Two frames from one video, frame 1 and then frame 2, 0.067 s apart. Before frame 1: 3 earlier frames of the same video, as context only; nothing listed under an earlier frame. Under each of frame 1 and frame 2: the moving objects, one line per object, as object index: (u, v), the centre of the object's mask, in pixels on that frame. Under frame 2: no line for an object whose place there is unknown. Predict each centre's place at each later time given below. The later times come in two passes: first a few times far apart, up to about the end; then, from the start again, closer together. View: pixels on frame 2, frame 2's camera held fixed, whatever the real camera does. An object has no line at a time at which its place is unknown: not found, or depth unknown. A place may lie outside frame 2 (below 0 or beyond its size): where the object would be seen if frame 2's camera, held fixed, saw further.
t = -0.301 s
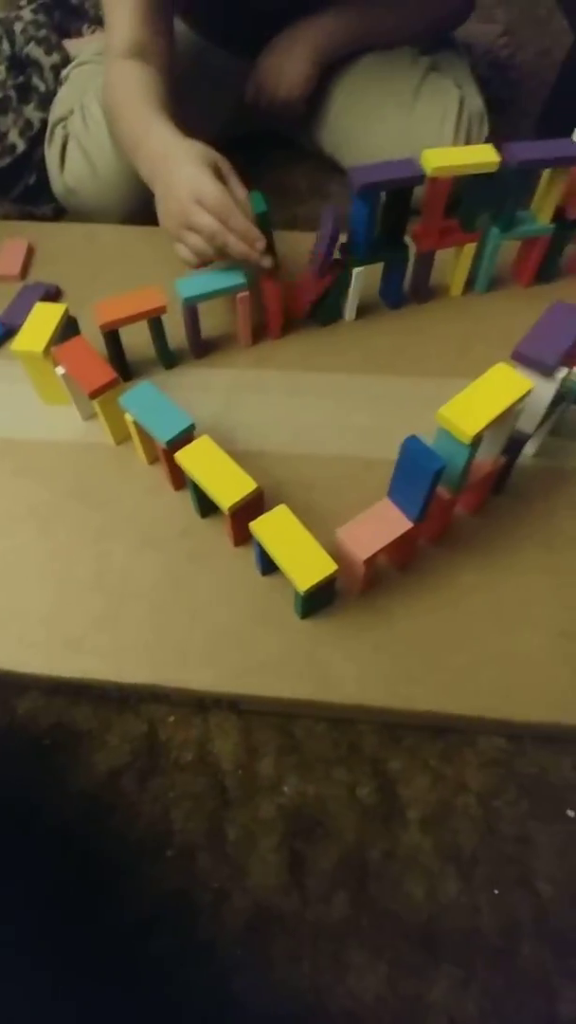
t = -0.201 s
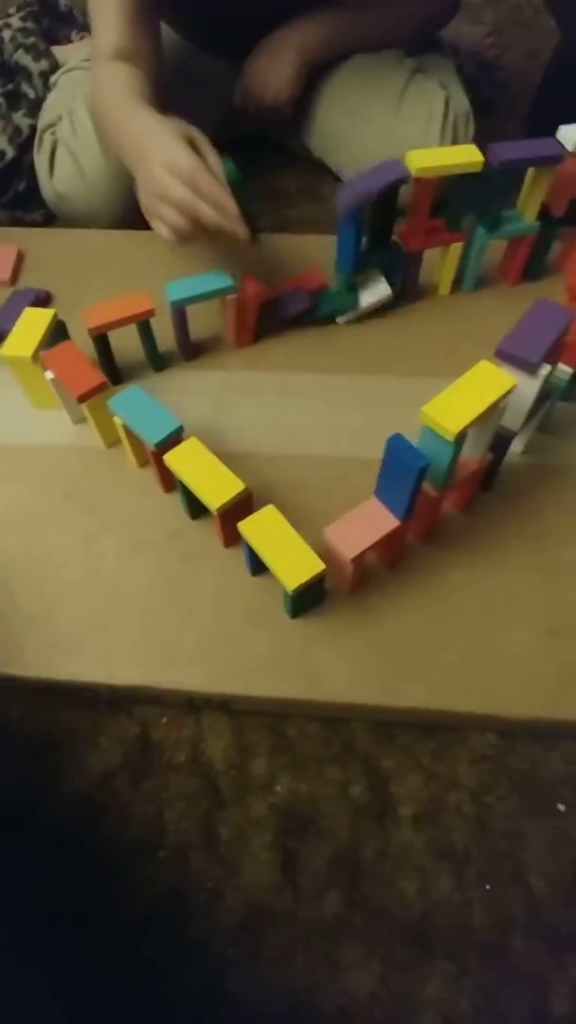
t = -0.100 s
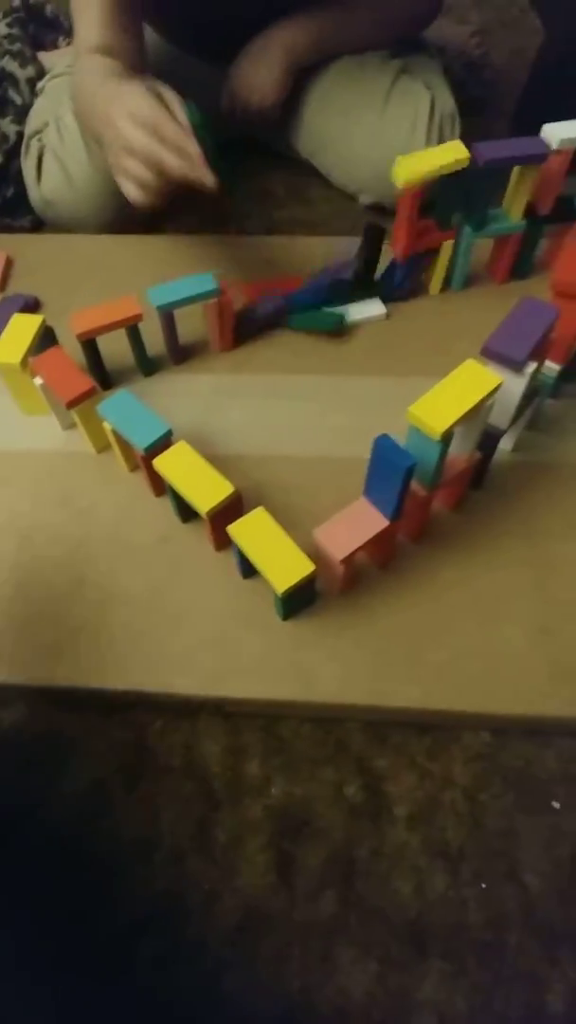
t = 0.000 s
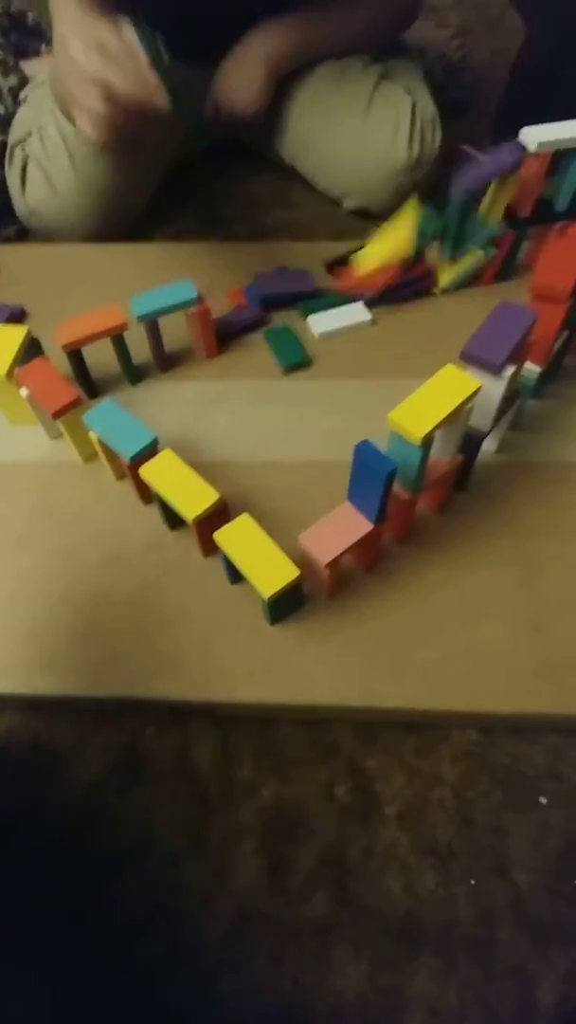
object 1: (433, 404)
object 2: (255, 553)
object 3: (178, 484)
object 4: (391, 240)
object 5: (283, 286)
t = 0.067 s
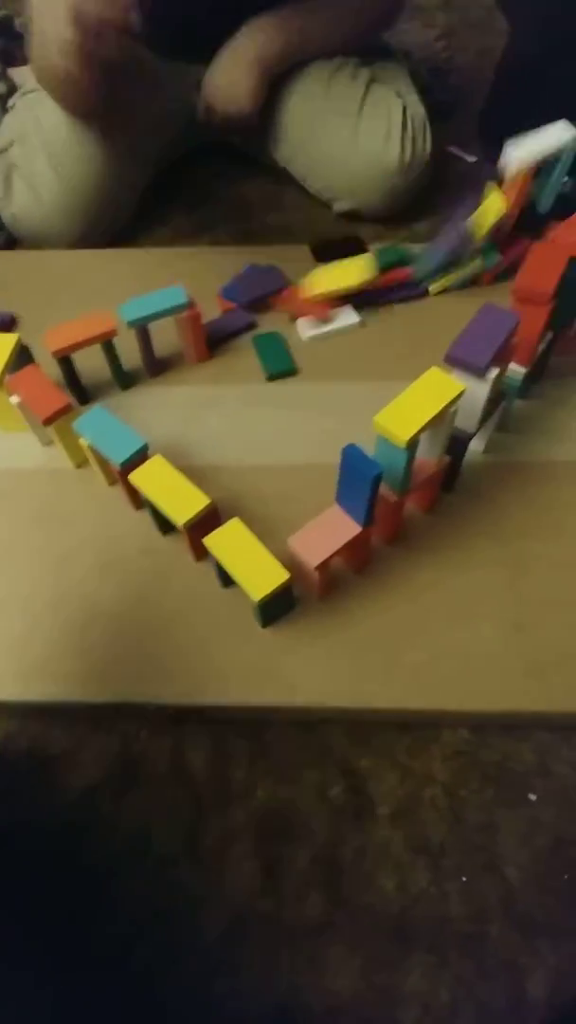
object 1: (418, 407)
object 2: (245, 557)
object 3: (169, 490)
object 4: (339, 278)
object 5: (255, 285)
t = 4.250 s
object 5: (236, 275)
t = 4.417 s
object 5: (235, 275)
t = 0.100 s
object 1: (418, 407)
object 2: (245, 557)
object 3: (169, 490)
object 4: (319, 293)
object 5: (258, 285)
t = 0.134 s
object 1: (418, 407)
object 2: (245, 557)
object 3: (169, 490)
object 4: (300, 305)
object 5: (255, 282)
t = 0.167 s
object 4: (286, 315)
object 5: (252, 281)
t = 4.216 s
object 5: (236, 275)
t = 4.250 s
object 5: (236, 275)
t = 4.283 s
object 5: (235, 275)
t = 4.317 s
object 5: (235, 275)
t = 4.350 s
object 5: (236, 275)
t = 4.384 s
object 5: (235, 275)
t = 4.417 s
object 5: (235, 275)
